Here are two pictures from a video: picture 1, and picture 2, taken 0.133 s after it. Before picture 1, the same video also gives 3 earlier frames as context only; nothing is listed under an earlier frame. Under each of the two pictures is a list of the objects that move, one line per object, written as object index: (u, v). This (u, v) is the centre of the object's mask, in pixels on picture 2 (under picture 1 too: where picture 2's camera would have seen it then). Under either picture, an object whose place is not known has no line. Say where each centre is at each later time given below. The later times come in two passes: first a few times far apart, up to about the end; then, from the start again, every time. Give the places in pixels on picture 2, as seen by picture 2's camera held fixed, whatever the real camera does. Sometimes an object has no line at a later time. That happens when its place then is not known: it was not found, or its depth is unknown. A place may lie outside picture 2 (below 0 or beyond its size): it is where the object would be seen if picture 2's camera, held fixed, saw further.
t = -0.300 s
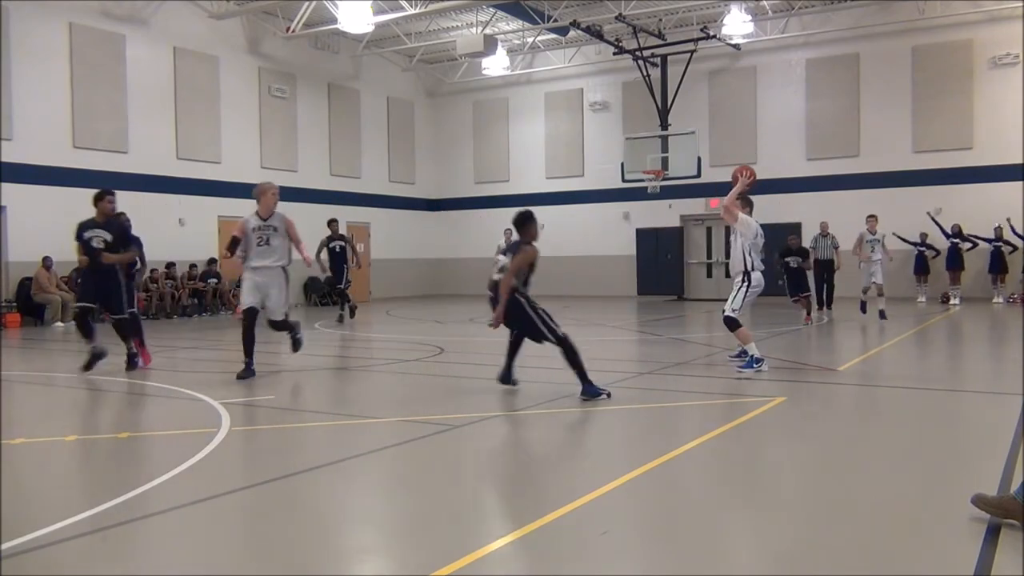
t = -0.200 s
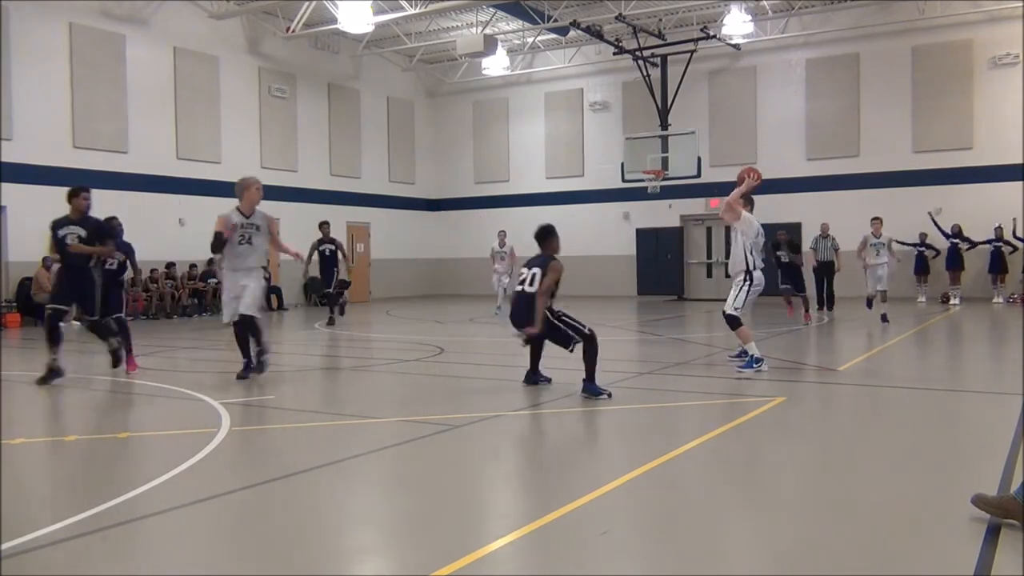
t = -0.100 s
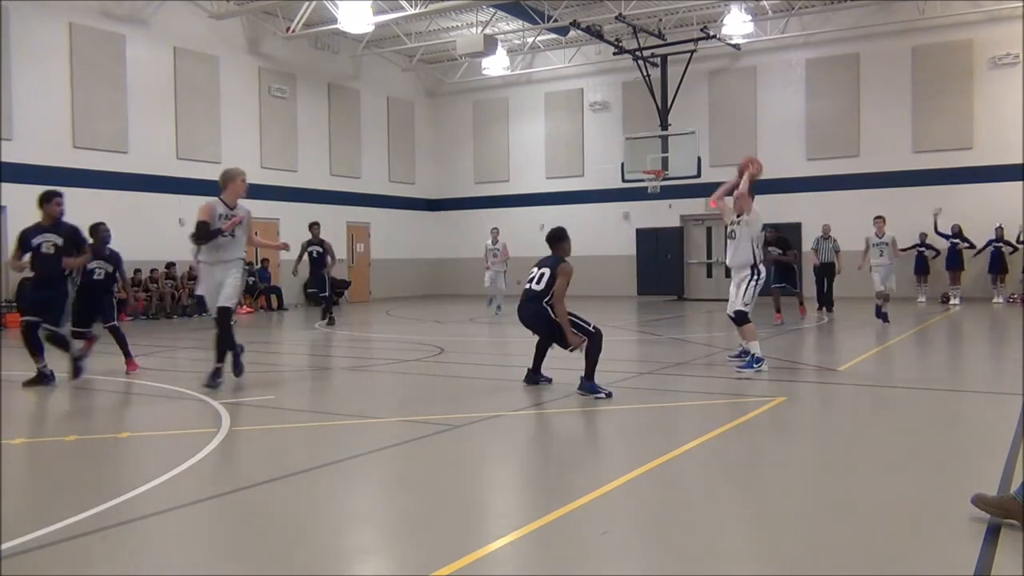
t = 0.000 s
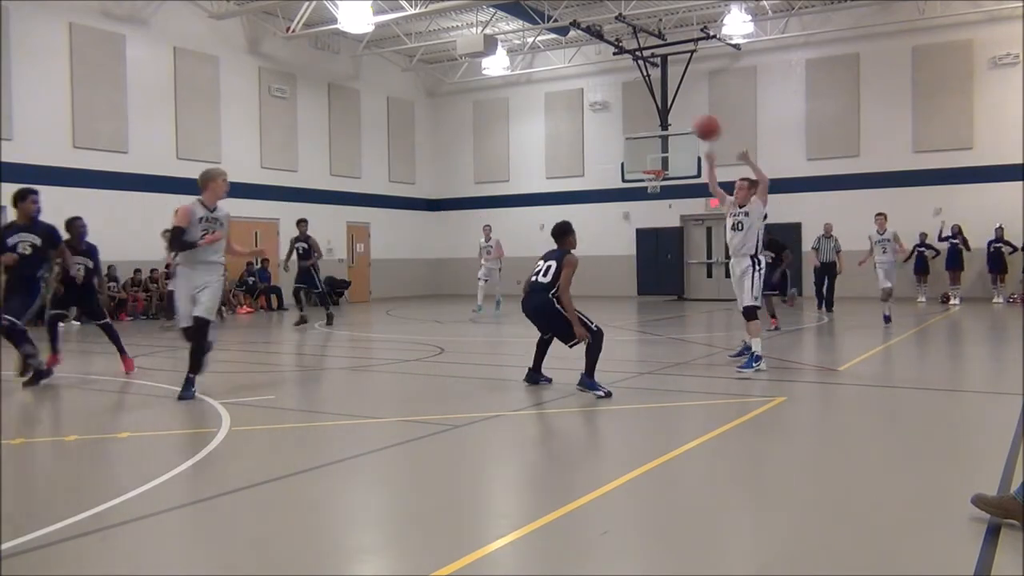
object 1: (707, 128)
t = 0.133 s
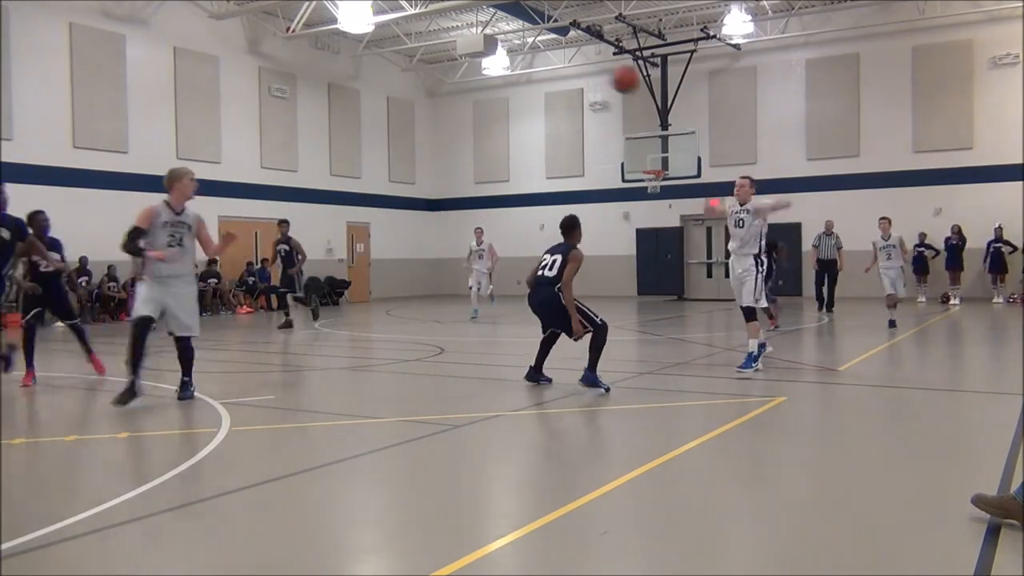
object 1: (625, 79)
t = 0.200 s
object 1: (577, 59)
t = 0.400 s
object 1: (402, 27)
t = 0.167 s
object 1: (601, 68)
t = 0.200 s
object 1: (577, 59)
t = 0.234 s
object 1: (551, 50)
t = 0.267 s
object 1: (525, 45)
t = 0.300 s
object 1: (496, 37)
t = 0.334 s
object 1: (465, 32)
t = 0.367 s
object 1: (434, 28)
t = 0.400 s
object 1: (402, 27)
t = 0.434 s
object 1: (365, 29)
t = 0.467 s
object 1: (324, 28)
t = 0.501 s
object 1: (282, 29)
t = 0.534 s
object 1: (235, 35)
